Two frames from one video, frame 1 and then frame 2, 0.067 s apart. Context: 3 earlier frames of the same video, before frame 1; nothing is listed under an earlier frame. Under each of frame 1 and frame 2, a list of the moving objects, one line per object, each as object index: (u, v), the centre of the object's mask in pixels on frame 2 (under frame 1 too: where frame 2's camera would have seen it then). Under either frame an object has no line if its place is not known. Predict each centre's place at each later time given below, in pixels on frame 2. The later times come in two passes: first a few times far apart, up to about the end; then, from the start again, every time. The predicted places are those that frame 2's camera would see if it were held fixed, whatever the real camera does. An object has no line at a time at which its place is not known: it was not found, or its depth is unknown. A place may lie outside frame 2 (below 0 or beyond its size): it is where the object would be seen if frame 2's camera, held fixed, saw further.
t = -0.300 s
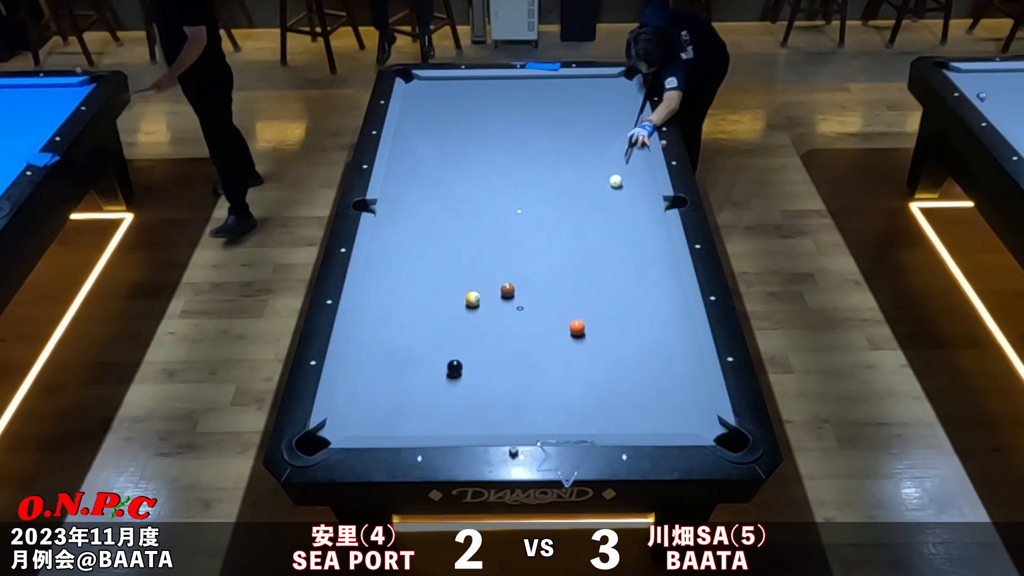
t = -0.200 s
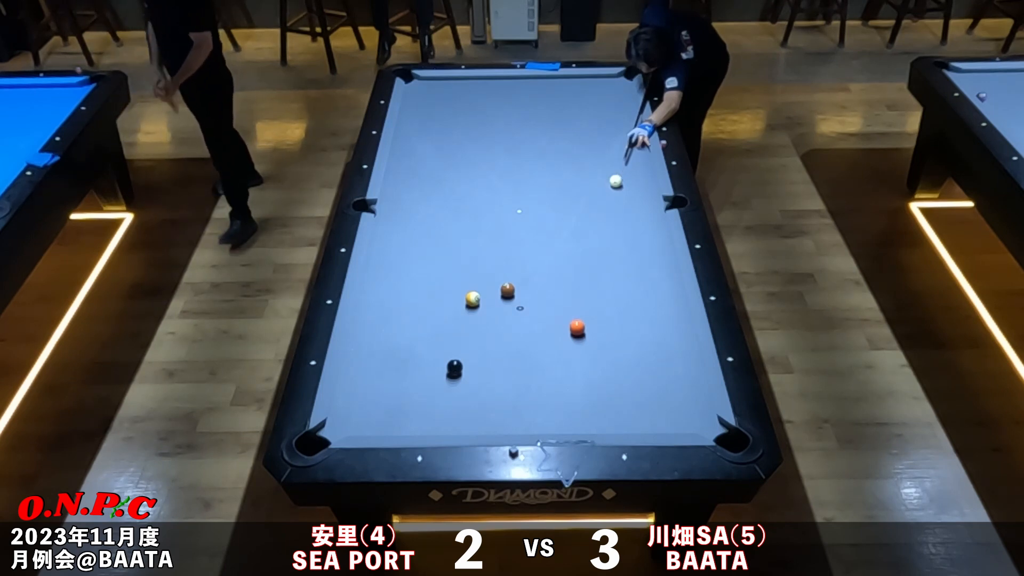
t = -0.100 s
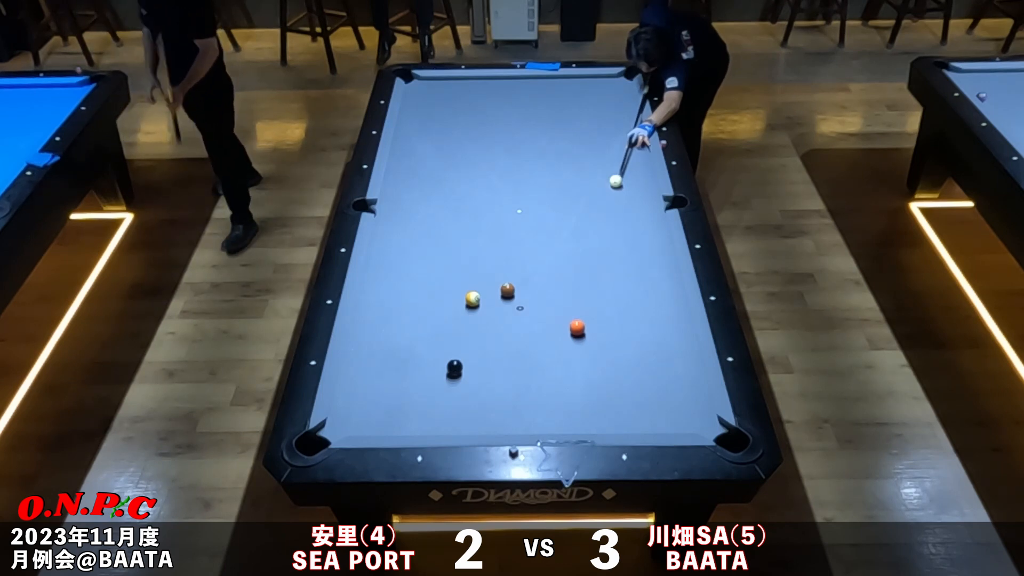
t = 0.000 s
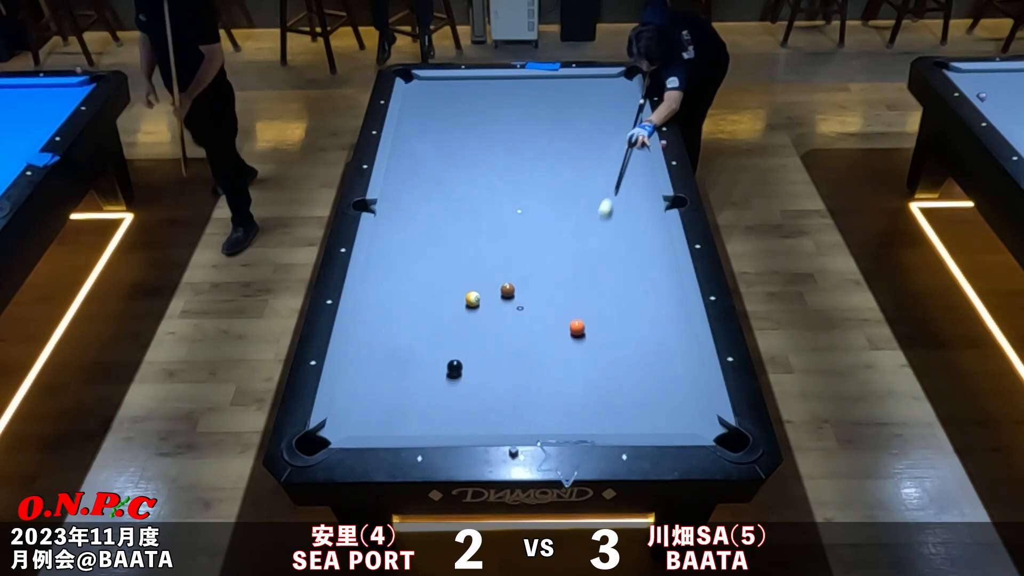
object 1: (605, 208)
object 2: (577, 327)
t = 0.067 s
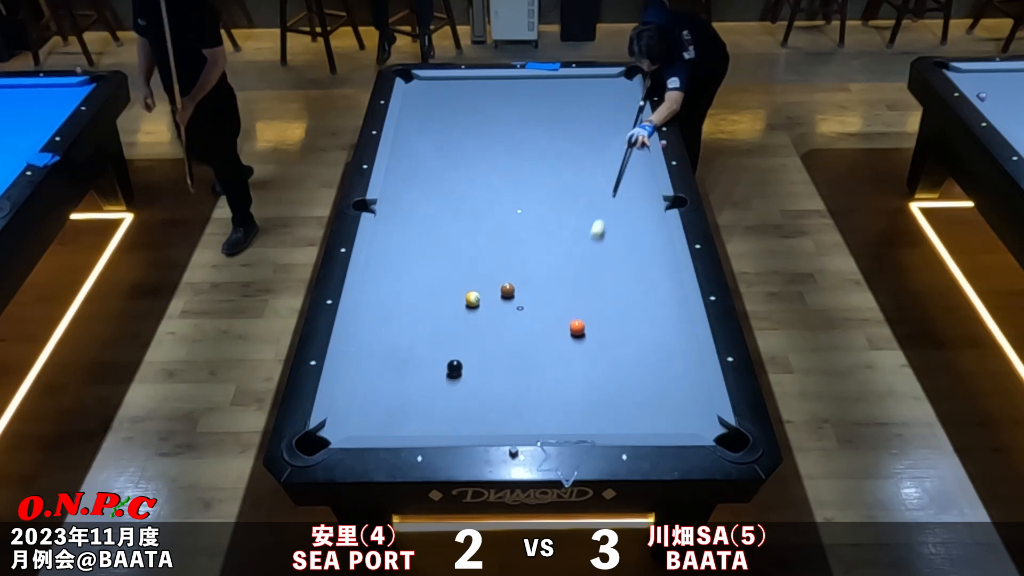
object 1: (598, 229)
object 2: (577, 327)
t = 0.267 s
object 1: (576, 288)
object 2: (577, 327)
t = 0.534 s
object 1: (528, 355)
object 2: (597, 342)
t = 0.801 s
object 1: (459, 424)
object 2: (627, 364)
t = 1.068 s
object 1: (434, 393)
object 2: (658, 386)
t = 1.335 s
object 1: (416, 361)
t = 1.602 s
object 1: (399, 333)
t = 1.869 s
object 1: (385, 308)
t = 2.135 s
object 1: (372, 286)
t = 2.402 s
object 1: (374, 270)
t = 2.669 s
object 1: (385, 256)
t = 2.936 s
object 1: (395, 245)
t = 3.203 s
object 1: (403, 234)
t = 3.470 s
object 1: (411, 224)
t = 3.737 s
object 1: (418, 216)
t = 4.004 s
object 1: (424, 209)
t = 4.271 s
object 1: (429, 203)
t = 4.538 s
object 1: (434, 198)
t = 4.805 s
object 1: (438, 193)
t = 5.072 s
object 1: (441, 189)
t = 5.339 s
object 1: (444, 187)
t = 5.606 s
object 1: (445, 185)
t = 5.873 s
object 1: (446, 184)
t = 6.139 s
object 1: (446, 183)
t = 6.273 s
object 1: (446, 183)
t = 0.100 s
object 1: (594, 239)
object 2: (577, 327)
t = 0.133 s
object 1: (590, 249)
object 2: (577, 327)
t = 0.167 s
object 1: (587, 259)
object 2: (577, 327)
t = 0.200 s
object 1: (583, 269)
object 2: (577, 327)
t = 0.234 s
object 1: (580, 278)
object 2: (577, 327)
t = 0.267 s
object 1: (576, 288)
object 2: (577, 327)
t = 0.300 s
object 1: (573, 297)
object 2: (577, 327)
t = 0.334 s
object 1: (570, 307)
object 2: (577, 327)
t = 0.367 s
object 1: (566, 316)
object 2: (577, 327)
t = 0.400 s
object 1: (559, 325)
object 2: (581, 330)
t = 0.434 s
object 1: (551, 331)
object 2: (585, 334)
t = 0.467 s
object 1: (543, 339)
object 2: (589, 336)
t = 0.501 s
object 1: (536, 347)
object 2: (593, 339)
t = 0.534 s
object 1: (528, 355)
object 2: (597, 342)
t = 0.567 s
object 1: (520, 363)
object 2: (600, 344)
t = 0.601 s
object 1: (512, 371)
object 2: (604, 347)
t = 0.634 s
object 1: (503, 380)
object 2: (608, 350)
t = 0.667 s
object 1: (495, 389)
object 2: (612, 353)
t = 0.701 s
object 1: (486, 397)
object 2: (616, 355)
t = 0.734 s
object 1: (477, 406)
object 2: (620, 358)
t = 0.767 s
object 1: (468, 416)
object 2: (623, 361)
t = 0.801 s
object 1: (459, 424)
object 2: (627, 364)
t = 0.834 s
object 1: (452, 426)
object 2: (631, 366)
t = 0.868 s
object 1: (450, 421)
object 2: (635, 369)
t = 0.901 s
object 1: (447, 416)
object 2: (639, 372)
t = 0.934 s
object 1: (444, 411)
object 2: (643, 375)
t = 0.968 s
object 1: (442, 406)
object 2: (646, 378)
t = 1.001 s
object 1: (439, 402)
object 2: (650, 380)
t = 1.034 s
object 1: (437, 397)
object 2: (654, 383)
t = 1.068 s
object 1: (434, 393)
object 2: (658, 386)
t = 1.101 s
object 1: (432, 389)
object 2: (662, 389)
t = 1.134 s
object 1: (430, 385)
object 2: (666, 392)
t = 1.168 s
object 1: (427, 381)
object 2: (670, 394)
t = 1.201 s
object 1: (425, 377)
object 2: (674, 397)
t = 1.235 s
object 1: (422, 373)
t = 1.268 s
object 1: (420, 369)
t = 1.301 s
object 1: (418, 365)
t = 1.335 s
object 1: (416, 361)
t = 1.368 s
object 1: (414, 358)
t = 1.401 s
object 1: (411, 354)
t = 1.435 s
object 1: (409, 350)
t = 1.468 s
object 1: (407, 347)
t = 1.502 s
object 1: (405, 343)
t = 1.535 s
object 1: (403, 340)
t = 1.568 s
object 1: (401, 336)
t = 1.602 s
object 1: (399, 333)
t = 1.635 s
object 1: (397, 330)
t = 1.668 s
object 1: (396, 326)
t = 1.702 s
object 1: (394, 323)
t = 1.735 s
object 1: (392, 320)
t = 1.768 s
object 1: (390, 317)
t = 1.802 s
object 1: (388, 314)
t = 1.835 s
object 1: (387, 311)
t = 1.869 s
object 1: (385, 308)
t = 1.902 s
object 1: (383, 305)
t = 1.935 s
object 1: (382, 303)
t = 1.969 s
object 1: (380, 300)
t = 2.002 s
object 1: (378, 297)
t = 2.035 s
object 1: (376, 294)
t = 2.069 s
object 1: (375, 292)
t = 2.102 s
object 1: (373, 289)
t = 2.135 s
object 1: (372, 286)
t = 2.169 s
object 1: (370, 284)
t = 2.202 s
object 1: (369, 281)
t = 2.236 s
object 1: (367, 279)
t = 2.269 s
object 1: (368, 277)
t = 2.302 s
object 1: (370, 275)
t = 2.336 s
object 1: (371, 273)
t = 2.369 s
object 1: (373, 271)
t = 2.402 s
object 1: (374, 270)
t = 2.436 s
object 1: (376, 268)
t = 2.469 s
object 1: (377, 266)
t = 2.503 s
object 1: (378, 264)
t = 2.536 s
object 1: (380, 263)
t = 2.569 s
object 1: (381, 261)
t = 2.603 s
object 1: (383, 260)
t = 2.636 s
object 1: (384, 258)
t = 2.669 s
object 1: (385, 256)
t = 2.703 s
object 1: (386, 255)
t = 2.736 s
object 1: (387, 254)
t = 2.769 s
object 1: (389, 252)
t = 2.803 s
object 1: (390, 250)
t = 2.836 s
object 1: (391, 249)
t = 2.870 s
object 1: (392, 247)
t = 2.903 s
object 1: (393, 246)
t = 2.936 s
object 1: (395, 245)
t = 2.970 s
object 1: (396, 243)
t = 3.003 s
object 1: (397, 242)
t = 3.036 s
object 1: (398, 240)
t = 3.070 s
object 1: (399, 239)
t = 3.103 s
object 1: (400, 238)
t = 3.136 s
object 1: (401, 237)
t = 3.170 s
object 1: (403, 235)
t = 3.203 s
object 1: (403, 234)
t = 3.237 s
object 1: (404, 233)
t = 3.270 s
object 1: (405, 231)
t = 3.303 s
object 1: (406, 230)
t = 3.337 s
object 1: (407, 229)
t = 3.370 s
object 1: (408, 228)
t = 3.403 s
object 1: (409, 227)
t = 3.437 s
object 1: (410, 226)
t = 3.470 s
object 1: (411, 224)
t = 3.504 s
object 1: (412, 223)
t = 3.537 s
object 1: (413, 222)
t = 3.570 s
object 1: (414, 221)
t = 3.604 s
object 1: (415, 220)
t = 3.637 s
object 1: (415, 219)
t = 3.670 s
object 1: (416, 218)
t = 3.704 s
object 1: (417, 217)
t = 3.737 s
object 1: (418, 216)
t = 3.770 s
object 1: (419, 215)
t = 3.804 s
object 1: (420, 214)
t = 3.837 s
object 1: (420, 213)
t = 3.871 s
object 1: (421, 212)
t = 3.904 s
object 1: (422, 212)
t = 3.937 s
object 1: (422, 211)
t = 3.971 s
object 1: (423, 210)
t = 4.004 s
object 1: (424, 209)
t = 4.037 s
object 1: (424, 208)
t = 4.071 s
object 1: (425, 207)
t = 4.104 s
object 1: (426, 206)
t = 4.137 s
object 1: (427, 206)
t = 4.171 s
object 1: (427, 205)
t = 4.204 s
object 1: (428, 204)
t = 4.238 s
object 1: (428, 203)
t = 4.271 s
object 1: (429, 203)
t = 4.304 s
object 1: (430, 202)
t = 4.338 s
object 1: (430, 201)
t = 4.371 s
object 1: (431, 201)
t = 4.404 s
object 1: (432, 200)
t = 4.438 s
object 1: (432, 199)
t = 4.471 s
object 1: (433, 199)
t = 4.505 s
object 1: (433, 198)
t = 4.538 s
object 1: (434, 198)
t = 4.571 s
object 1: (434, 197)
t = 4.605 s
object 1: (435, 196)
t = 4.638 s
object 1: (435, 196)
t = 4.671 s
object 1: (436, 195)
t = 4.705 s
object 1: (436, 195)
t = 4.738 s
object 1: (437, 194)
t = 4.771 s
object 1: (437, 194)
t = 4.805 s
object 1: (438, 193)
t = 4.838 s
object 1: (438, 192)
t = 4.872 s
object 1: (438, 192)
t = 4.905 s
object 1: (439, 192)
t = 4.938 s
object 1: (439, 191)
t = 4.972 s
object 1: (440, 191)
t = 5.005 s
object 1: (440, 190)
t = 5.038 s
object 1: (440, 190)
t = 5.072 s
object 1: (441, 189)
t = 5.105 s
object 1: (441, 189)
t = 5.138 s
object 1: (441, 189)
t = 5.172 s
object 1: (442, 188)
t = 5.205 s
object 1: (442, 188)
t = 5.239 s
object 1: (443, 188)
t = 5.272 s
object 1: (443, 187)
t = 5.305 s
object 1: (443, 187)
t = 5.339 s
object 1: (444, 187)
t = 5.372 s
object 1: (444, 186)
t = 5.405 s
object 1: (444, 186)
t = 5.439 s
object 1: (444, 186)
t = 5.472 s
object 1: (444, 186)
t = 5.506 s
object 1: (445, 186)
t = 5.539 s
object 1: (445, 185)
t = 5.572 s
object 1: (445, 185)
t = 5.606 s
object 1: (445, 185)
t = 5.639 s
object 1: (445, 185)
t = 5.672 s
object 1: (445, 185)
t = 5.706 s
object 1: (445, 184)
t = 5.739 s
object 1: (446, 184)
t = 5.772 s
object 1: (446, 184)
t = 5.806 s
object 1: (446, 184)
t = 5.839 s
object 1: (446, 184)
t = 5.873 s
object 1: (446, 184)
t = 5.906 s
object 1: (446, 184)
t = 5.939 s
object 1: (446, 183)
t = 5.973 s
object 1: (446, 183)
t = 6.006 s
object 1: (446, 183)
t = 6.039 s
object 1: (446, 183)
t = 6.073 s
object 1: (446, 183)
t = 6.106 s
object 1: (446, 183)
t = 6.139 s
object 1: (446, 183)
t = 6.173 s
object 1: (446, 183)
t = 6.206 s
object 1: (446, 183)
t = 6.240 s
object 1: (446, 183)
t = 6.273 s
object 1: (446, 183)
